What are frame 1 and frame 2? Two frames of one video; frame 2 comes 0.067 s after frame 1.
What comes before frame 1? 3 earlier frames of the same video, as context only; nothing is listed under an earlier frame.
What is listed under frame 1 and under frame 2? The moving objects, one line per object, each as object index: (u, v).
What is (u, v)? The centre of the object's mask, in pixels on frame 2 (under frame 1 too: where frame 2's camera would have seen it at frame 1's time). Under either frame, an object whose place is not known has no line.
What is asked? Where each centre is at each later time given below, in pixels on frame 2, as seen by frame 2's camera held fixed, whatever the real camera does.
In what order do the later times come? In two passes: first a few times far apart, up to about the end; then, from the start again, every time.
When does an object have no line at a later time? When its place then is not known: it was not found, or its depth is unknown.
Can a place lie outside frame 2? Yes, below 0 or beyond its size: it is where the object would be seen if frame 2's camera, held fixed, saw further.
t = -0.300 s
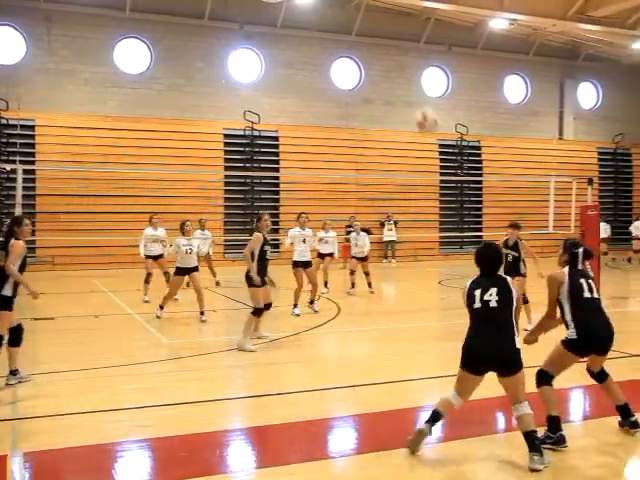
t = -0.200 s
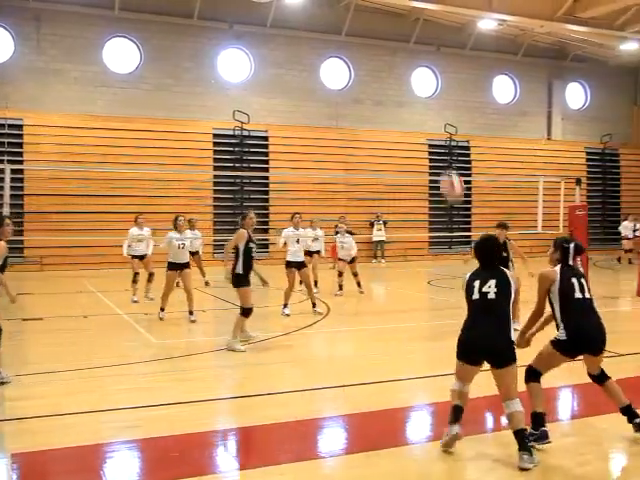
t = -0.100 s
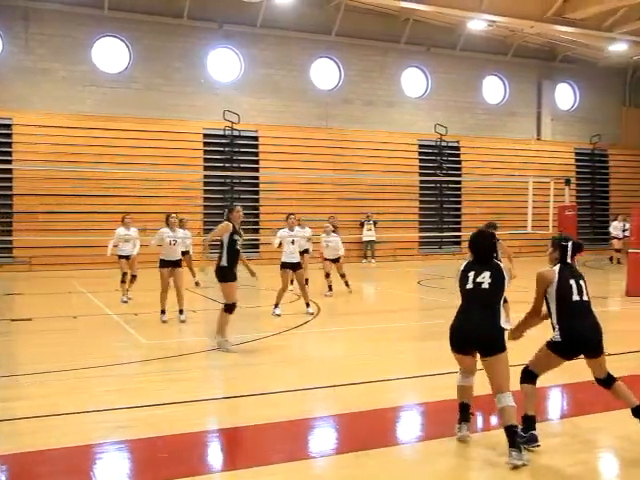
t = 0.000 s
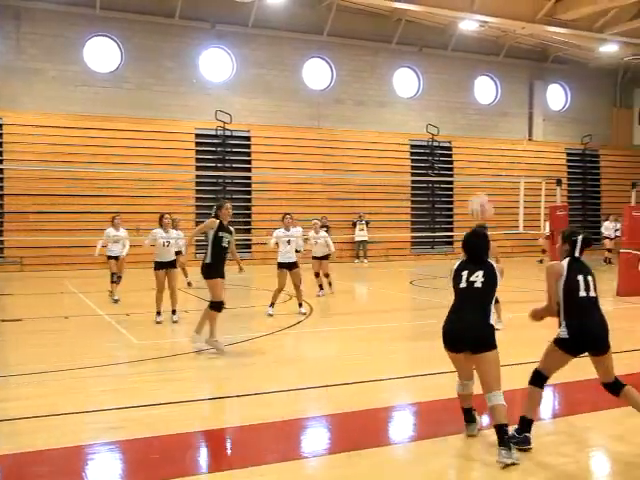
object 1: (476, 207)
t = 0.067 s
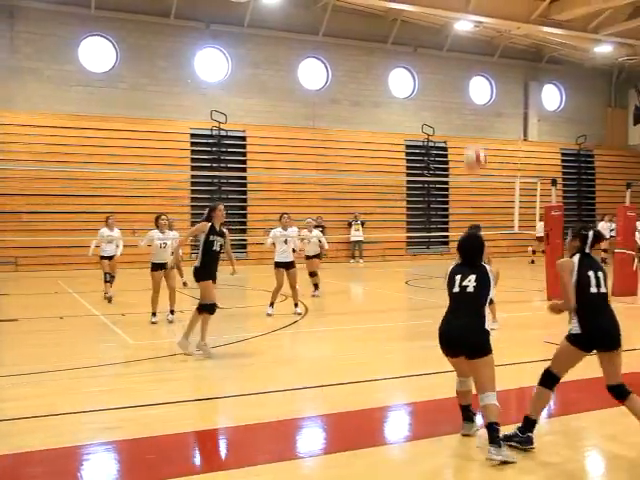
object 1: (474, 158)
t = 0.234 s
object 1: (472, 68)
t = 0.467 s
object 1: (472, 14)
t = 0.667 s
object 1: (472, 8)
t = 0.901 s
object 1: (473, 44)
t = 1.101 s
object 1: (472, 101)
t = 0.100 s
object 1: (474, 136)
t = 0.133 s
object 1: (474, 115)
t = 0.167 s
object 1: (472, 101)
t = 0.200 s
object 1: (472, 83)
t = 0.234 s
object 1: (472, 68)
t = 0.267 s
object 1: (472, 58)
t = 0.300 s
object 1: (471, 46)
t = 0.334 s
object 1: (471, 38)
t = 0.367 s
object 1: (472, 30)
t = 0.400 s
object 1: (473, 21)
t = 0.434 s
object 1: (473, 17)
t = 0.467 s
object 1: (472, 14)
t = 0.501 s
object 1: (471, 10)
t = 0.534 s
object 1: (471, 8)
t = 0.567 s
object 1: (472, 7)
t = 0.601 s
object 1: (471, 7)
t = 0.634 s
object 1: (472, 7)
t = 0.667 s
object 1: (472, 8)
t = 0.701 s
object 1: (473, 11)
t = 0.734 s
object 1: (473, 15)
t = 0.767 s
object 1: (473, 19)
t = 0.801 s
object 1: (473, 23)
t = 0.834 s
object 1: (473, 31)
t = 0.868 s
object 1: (472, 37)
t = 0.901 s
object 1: (473, 44)
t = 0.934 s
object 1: (473, 52)
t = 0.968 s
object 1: (472, 61)
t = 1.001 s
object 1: (472, 68)
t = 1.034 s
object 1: (472, 78)
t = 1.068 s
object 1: (471, 90)
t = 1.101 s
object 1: (472, 101)
